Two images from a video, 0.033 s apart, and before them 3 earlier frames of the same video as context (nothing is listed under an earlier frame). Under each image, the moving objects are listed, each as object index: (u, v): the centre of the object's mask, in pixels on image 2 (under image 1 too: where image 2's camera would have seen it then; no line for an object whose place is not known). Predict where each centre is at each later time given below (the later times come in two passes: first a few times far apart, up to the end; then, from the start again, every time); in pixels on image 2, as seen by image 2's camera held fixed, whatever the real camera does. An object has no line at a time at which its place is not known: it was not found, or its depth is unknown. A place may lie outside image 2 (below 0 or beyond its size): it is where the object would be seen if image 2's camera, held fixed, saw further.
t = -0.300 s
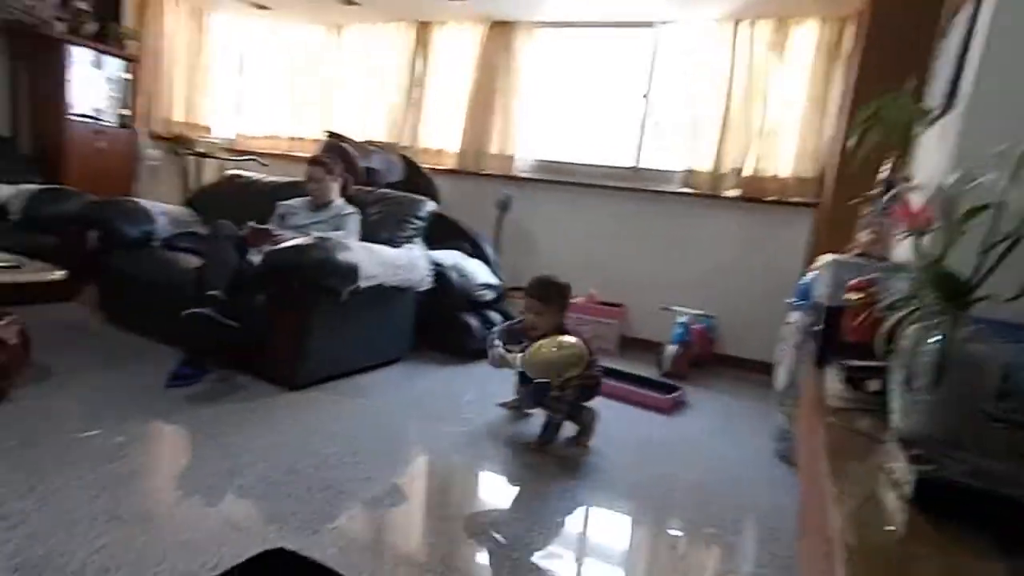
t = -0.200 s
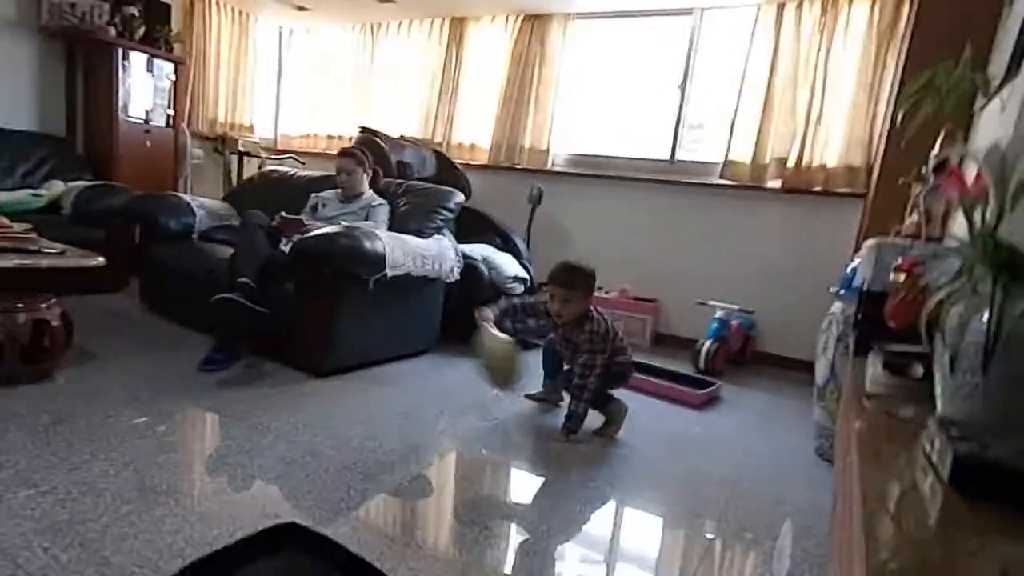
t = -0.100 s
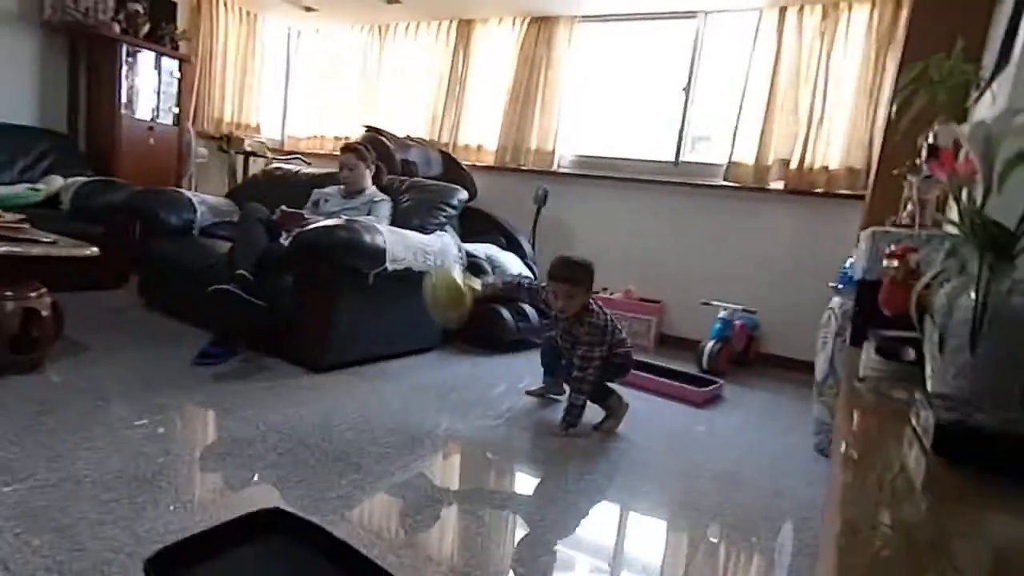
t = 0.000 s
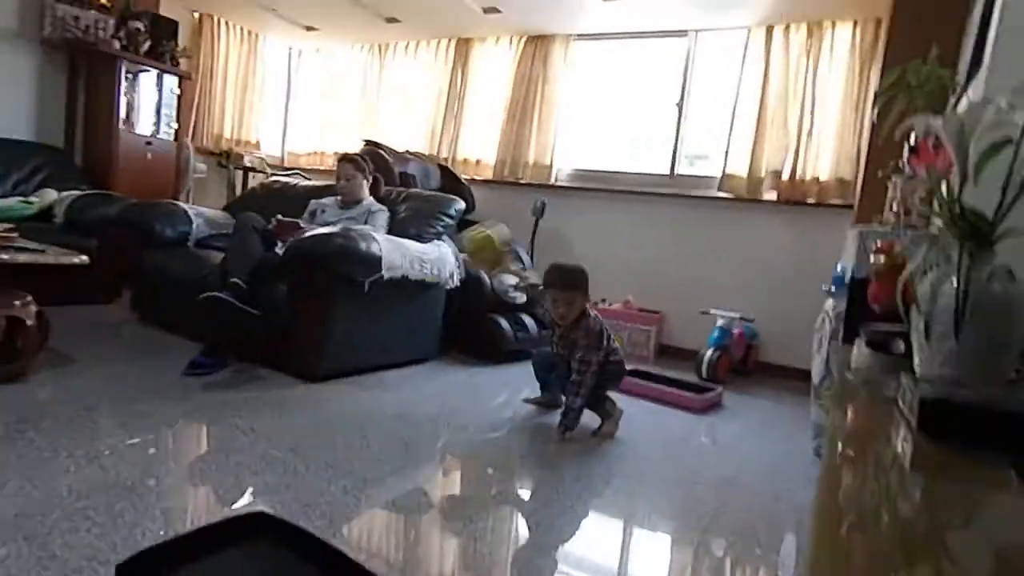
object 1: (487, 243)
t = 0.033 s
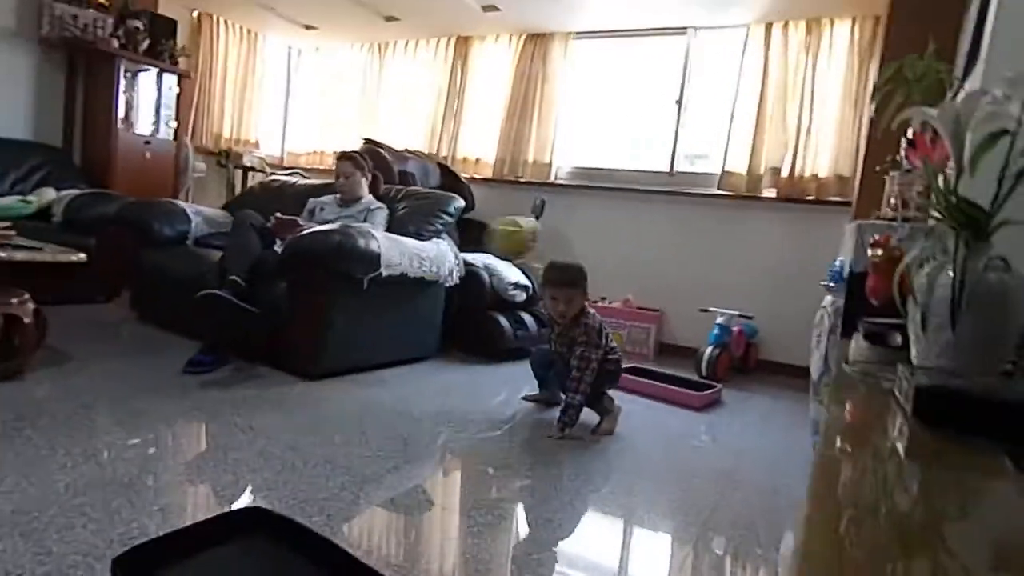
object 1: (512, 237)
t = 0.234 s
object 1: (642, 291)
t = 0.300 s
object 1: (641, 299)
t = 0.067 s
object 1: (548, 235)
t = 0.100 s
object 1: (581, 241)
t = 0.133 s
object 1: (605, 256)
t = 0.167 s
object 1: (624, 269)
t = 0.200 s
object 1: (637, 280)
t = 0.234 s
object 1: (642, 291)
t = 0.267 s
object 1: (643, 297)
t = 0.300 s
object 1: (641, 299)
